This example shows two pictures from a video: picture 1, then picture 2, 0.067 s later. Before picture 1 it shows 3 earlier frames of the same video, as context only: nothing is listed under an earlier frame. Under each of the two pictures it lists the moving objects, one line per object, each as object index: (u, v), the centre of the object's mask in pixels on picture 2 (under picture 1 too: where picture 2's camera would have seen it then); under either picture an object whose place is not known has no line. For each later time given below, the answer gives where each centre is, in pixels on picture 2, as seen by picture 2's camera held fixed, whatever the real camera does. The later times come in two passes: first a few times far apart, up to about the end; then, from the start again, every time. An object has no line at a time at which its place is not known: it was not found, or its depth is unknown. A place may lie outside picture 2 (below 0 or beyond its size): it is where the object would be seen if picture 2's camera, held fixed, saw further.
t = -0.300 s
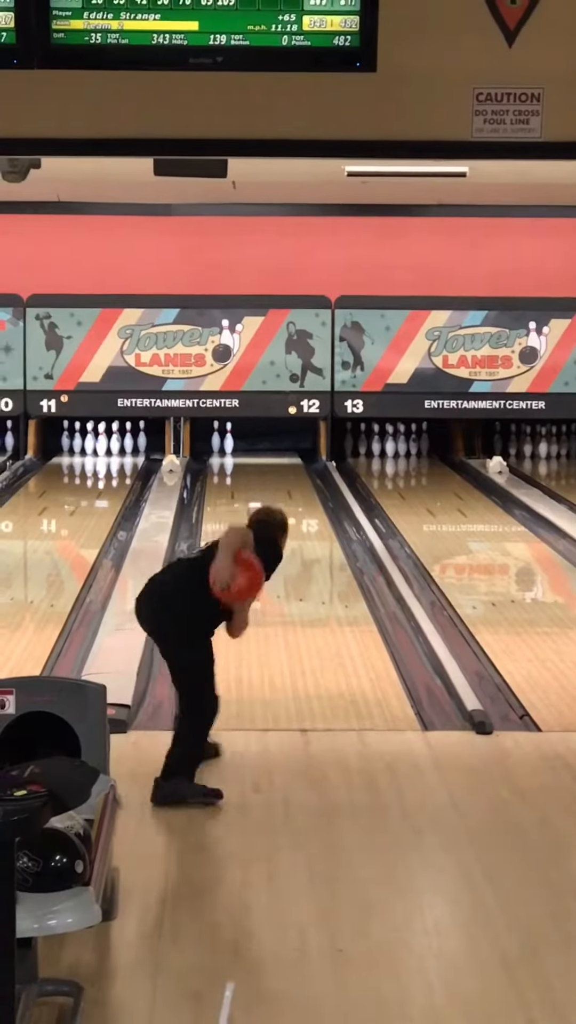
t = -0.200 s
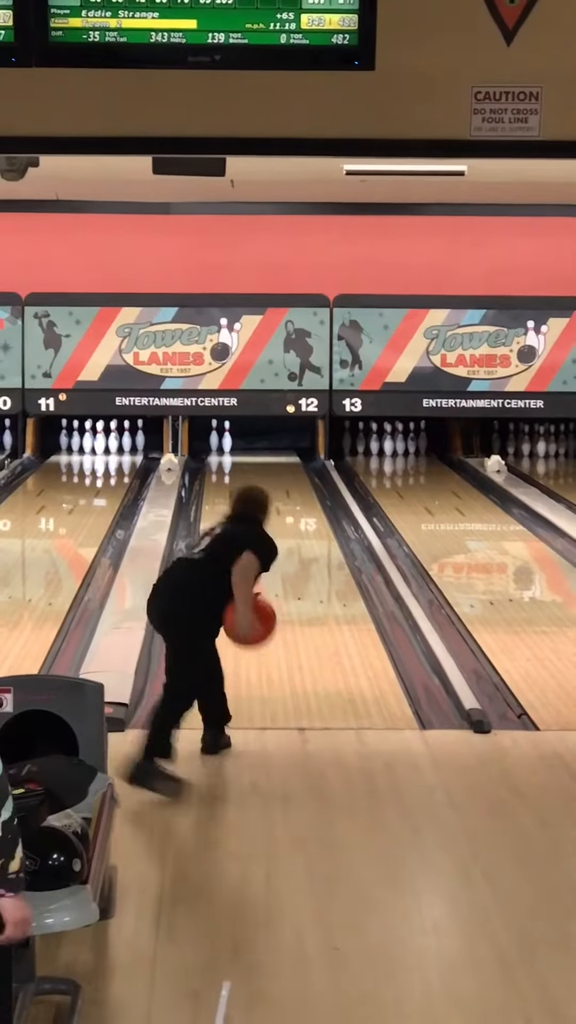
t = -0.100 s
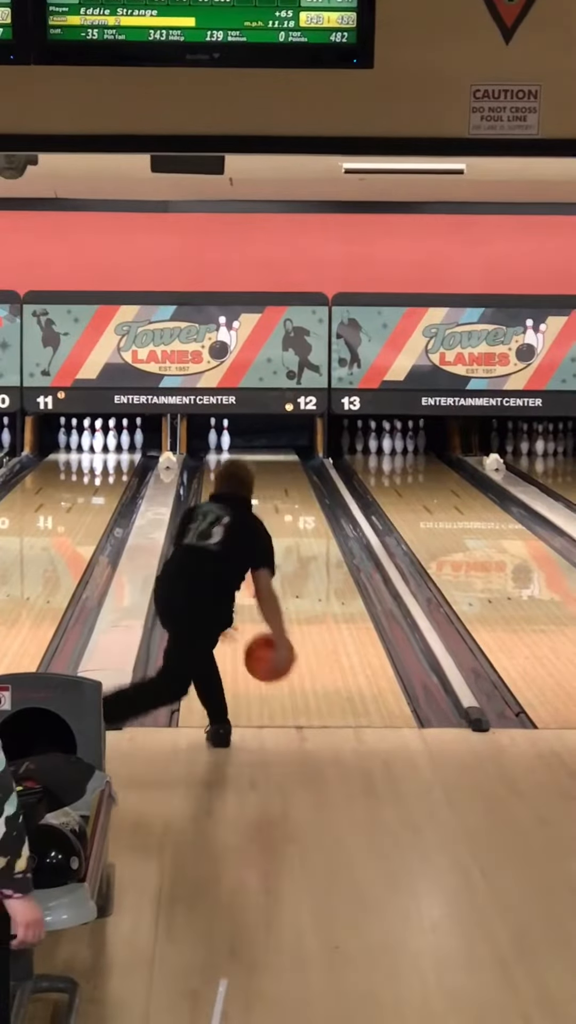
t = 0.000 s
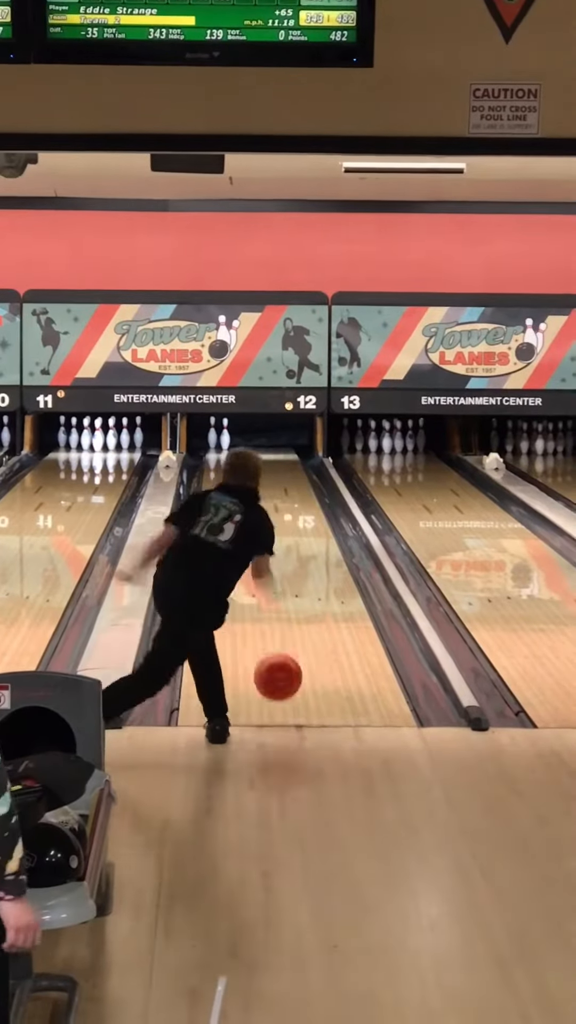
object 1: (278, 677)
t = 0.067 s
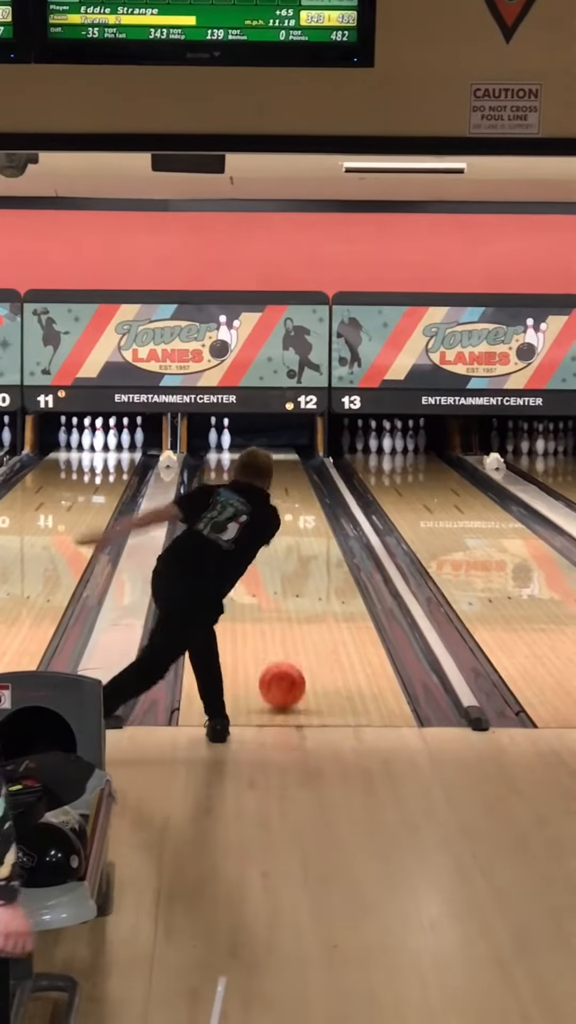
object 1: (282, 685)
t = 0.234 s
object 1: (291, 656)
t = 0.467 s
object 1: (301, 620)
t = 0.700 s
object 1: (308, 591)
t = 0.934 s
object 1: (313, 566)
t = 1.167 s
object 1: (316, 546)
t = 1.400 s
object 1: (318, 529)
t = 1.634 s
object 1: (316, 514)
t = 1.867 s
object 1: (312, 501)
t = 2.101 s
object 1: (306, 490)
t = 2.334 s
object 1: (298, 479)
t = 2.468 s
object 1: (293, 474)
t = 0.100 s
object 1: (284, 677)
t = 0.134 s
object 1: (286, 672)
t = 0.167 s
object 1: (288, 668)
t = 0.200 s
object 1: (289, 662)
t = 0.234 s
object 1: (291, 656)
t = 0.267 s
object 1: (292, 650)
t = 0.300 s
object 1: (294, 645)
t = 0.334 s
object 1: (296, 639)
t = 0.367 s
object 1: (297, 634)
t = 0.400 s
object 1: (298, 630)
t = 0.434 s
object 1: (299, 625)
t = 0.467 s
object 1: (301, 620)
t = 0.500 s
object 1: (302, 616)
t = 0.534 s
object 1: (304, 612)
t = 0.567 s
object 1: (305, 607)
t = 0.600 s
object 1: (305, 602)
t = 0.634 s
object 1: (306, 598)
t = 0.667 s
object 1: (307, 594)
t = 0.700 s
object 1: (308, 591)
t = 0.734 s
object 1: (309, 586)
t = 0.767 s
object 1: (309, 583)
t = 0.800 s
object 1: (310, 580)
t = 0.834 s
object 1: (311, 576)
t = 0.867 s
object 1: (312, 573)
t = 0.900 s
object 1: (313, 570)
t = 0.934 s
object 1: (313, 566)
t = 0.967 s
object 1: (314, 563)
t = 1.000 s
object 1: (314, 560)
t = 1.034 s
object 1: (315, 557)
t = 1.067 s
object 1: (315, 554)
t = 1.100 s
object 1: (316, 551)
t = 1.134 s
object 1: (316, 549)
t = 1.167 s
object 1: (316, 546)
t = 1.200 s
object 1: (317, 544)
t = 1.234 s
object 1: (317, 541)
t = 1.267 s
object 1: (317, 538)
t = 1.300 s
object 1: (318, 536)
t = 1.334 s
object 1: (319, 534)
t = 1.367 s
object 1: (318, 531)
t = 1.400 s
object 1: (318, 529)
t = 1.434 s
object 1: (318, 527)
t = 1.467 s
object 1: (318, 524)
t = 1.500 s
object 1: (317, 522)
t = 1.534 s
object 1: (317, 520)
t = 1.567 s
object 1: (317, 518)
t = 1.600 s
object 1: (316, 516)
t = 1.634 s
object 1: (316, 514)
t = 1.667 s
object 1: (316, 512)
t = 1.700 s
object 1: (315, 509)
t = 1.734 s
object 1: (315, 508)
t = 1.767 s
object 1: (314, 506)
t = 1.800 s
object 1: (314, 504)
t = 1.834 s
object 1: (313, 503)
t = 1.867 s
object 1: (312, 501)
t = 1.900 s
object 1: (311, 499)
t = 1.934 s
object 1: (310, 497)
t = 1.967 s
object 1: (309, 496)
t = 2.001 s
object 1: (308, 494)
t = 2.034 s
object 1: (307, 493)
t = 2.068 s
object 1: (307, 491)
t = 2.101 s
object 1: (306, 490)
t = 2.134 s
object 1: (305, 488)
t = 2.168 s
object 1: (304, 487)
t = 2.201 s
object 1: (303, 485)
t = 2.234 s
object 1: (301, 484)
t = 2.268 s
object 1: (300, 483)
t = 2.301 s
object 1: (300, 481)
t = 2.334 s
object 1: (298, 479)
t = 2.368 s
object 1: (297, 478)
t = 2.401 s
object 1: (296, 477)
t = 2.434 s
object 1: (295, 475)
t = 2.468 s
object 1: (293, 474)
